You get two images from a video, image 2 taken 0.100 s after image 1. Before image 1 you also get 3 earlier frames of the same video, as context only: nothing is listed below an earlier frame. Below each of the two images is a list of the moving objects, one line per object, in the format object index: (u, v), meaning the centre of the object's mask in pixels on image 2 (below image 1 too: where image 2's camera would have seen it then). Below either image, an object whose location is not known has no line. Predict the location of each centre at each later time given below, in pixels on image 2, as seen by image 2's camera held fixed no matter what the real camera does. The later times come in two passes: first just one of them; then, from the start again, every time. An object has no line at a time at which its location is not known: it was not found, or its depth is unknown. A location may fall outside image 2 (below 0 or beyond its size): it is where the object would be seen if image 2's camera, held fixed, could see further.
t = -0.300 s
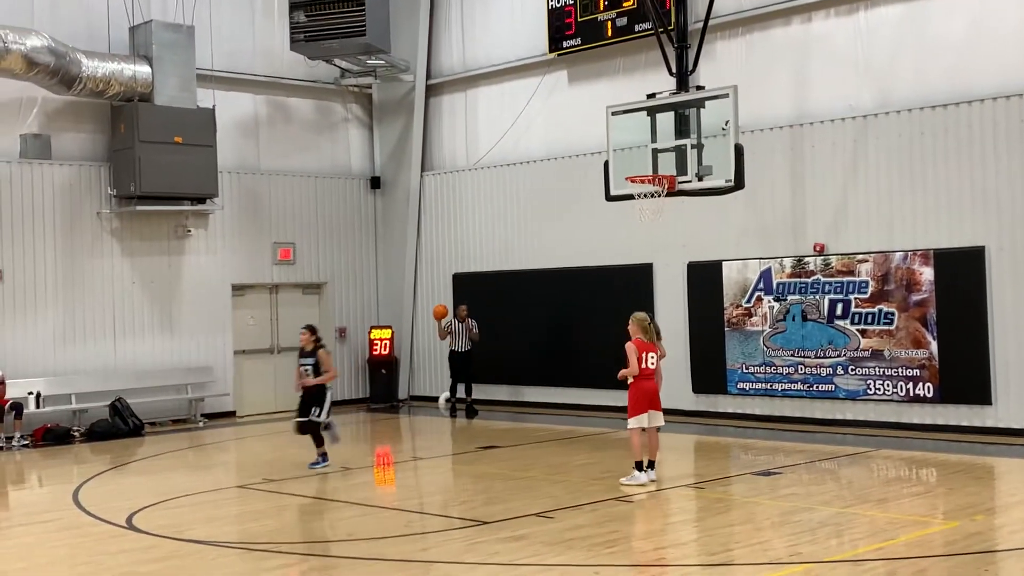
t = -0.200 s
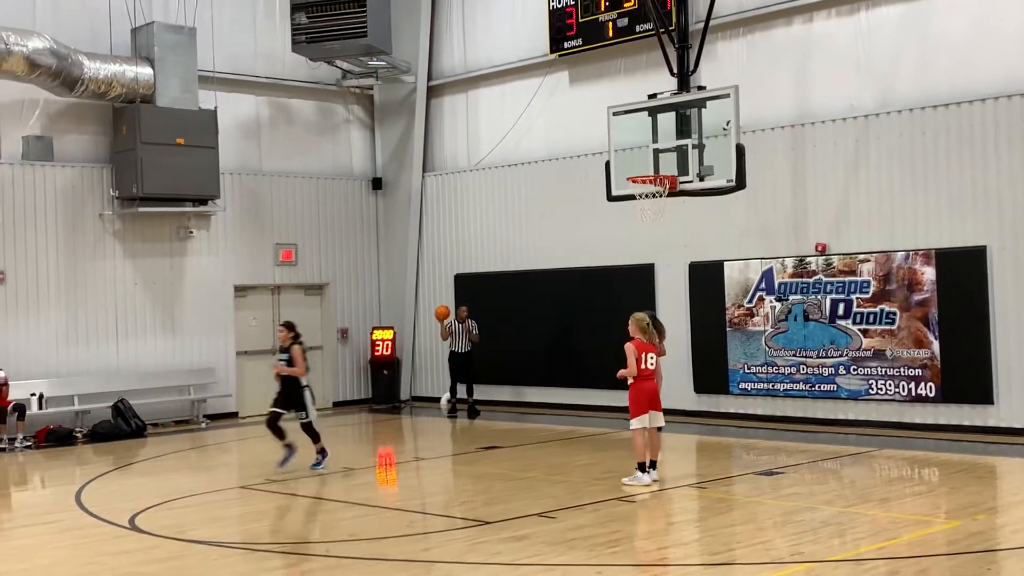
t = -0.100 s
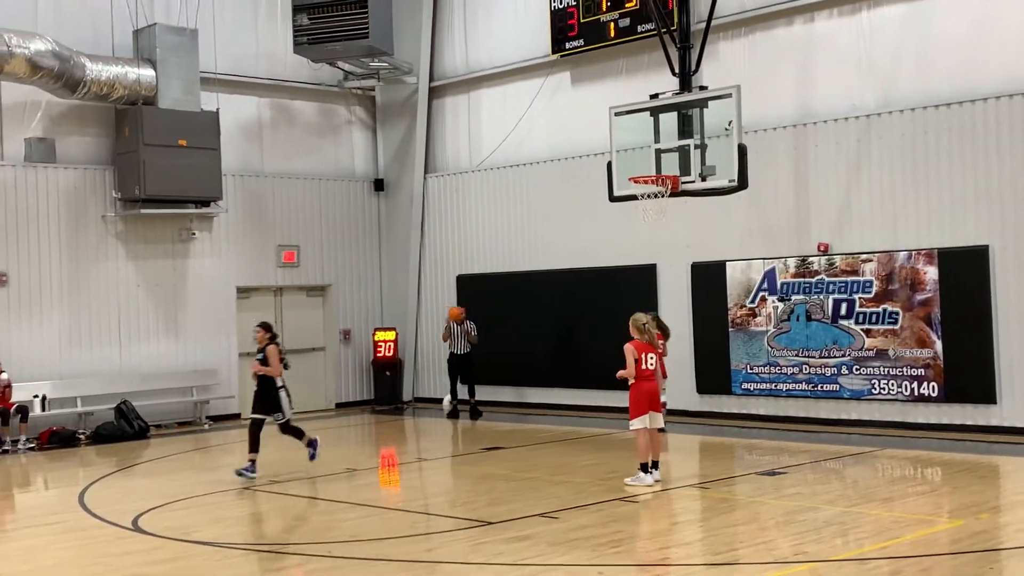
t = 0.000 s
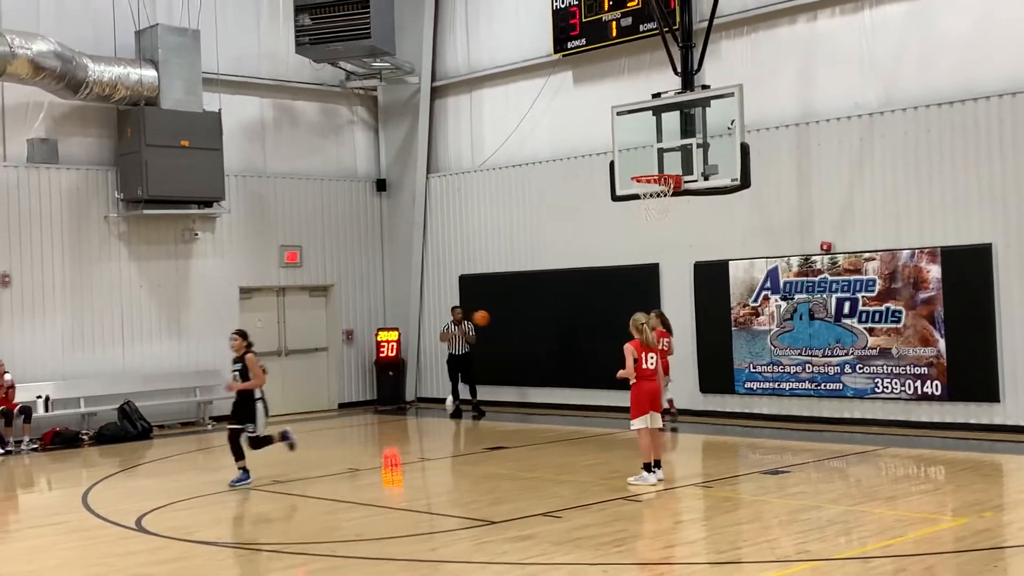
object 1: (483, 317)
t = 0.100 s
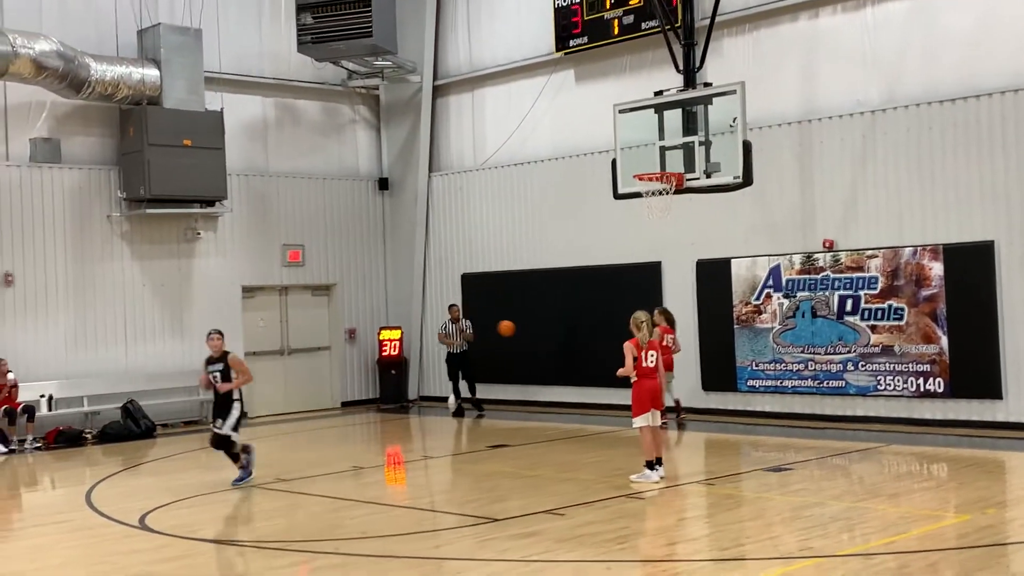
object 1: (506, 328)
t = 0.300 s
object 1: (555, 372)
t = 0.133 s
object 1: (514, 333)
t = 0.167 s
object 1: (522, 340)
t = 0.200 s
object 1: (530, 346)
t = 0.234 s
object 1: (538, 354)
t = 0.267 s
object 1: (546, 363)
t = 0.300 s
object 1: (555, 372)
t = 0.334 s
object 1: (563, 382)
